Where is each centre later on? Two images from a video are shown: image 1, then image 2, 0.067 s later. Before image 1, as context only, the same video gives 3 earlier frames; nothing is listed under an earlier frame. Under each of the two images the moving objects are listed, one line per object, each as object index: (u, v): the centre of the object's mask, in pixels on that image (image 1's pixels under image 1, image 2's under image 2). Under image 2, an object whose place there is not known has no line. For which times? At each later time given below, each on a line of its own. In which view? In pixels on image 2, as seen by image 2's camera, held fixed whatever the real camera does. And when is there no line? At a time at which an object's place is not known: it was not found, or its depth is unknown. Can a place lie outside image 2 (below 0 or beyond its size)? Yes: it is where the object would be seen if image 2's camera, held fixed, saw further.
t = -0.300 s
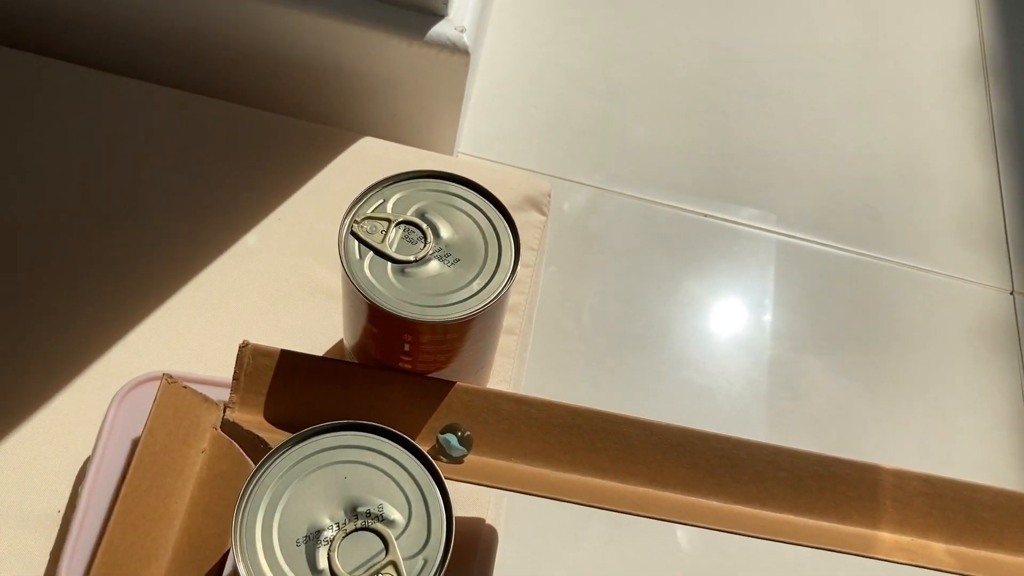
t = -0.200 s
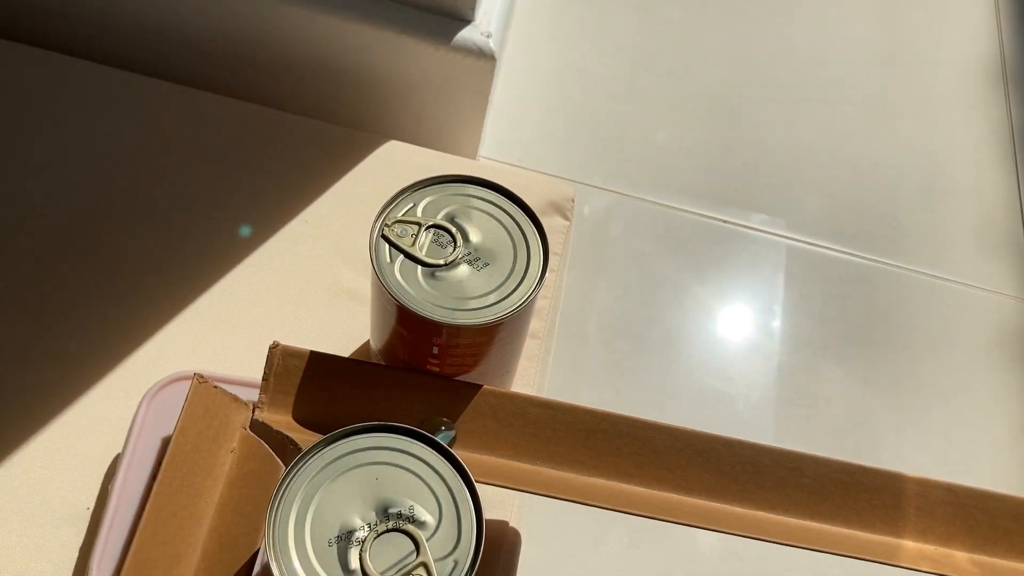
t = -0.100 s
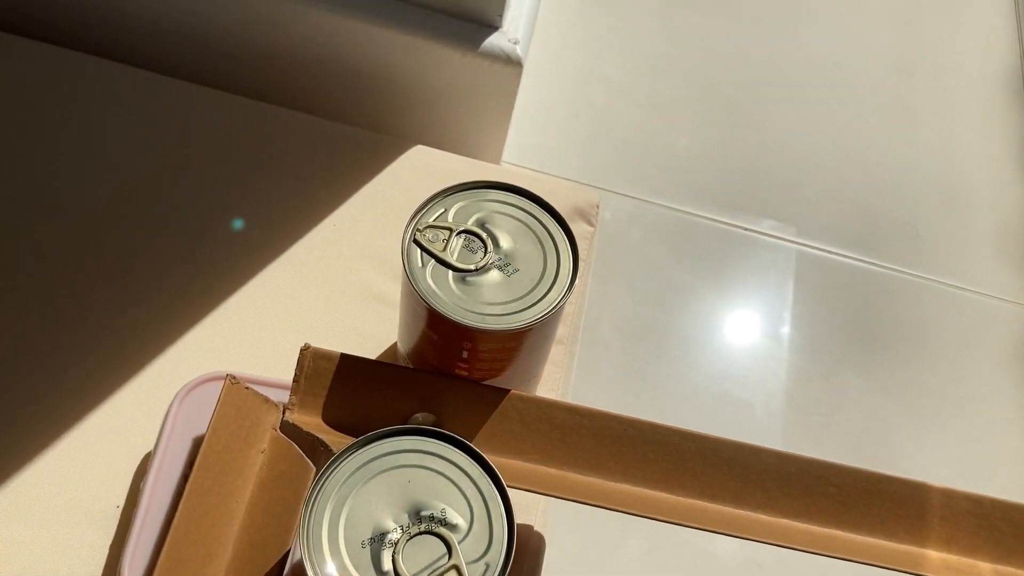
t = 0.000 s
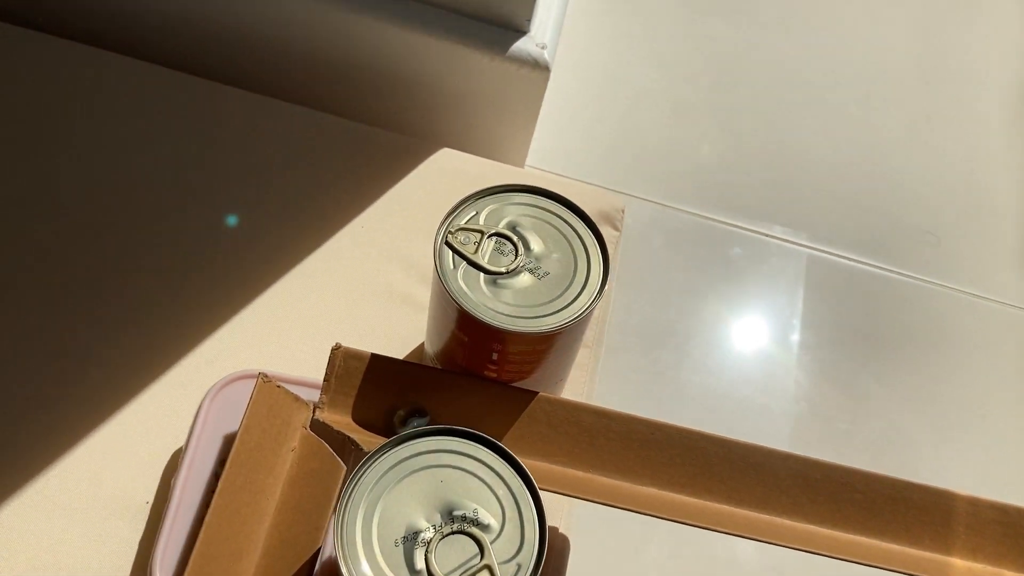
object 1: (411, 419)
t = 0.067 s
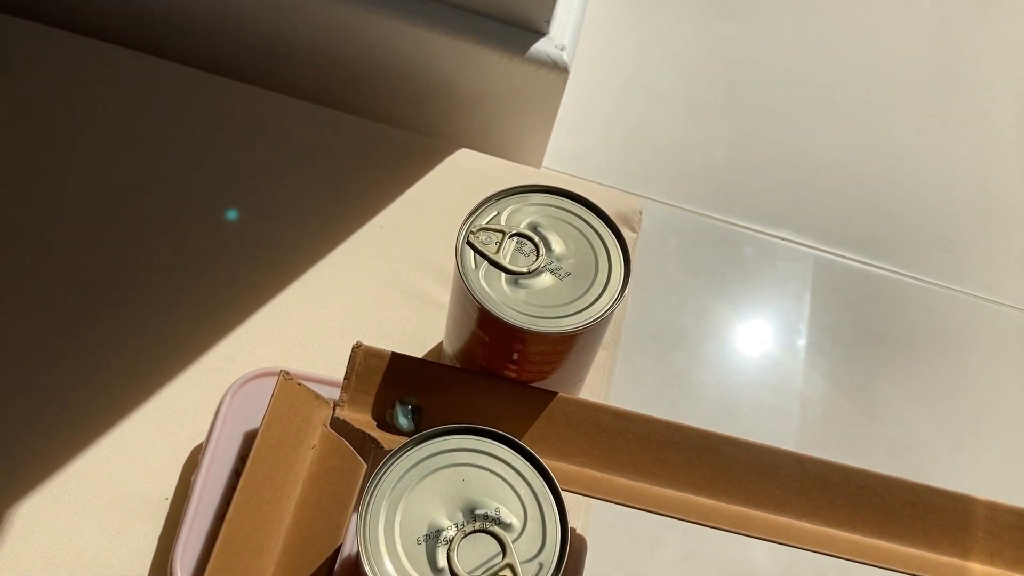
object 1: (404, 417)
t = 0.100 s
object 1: (390, 413)
